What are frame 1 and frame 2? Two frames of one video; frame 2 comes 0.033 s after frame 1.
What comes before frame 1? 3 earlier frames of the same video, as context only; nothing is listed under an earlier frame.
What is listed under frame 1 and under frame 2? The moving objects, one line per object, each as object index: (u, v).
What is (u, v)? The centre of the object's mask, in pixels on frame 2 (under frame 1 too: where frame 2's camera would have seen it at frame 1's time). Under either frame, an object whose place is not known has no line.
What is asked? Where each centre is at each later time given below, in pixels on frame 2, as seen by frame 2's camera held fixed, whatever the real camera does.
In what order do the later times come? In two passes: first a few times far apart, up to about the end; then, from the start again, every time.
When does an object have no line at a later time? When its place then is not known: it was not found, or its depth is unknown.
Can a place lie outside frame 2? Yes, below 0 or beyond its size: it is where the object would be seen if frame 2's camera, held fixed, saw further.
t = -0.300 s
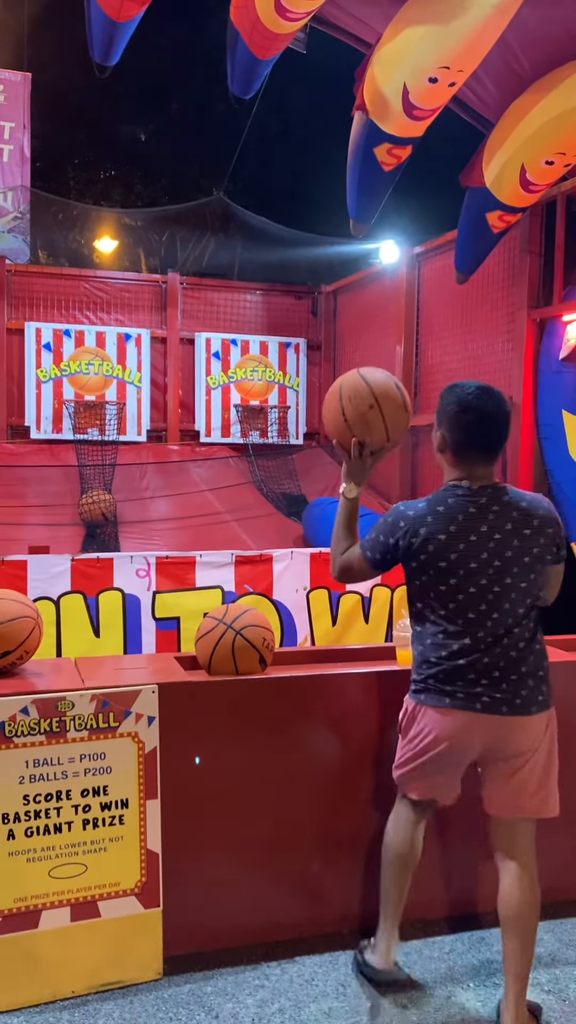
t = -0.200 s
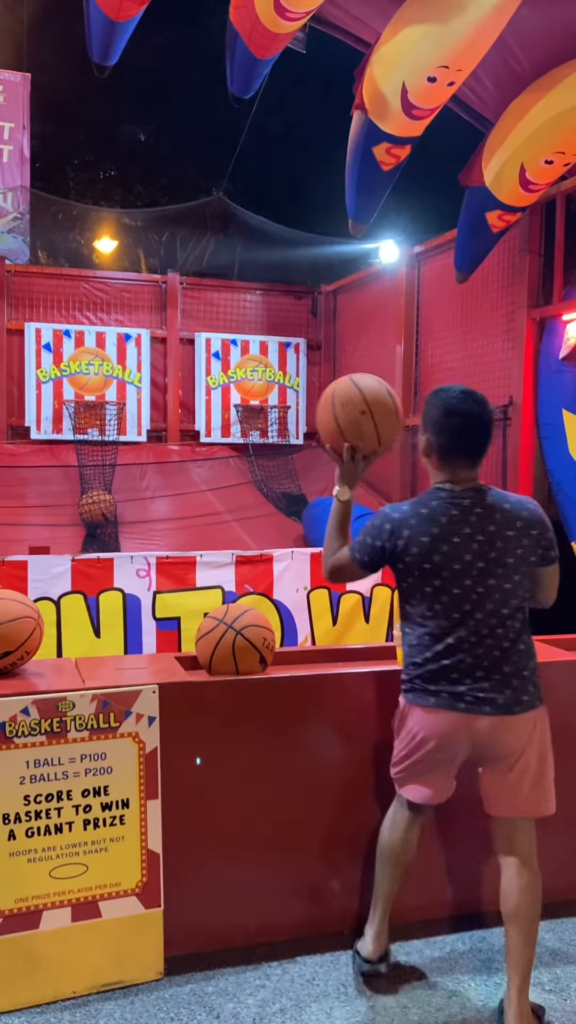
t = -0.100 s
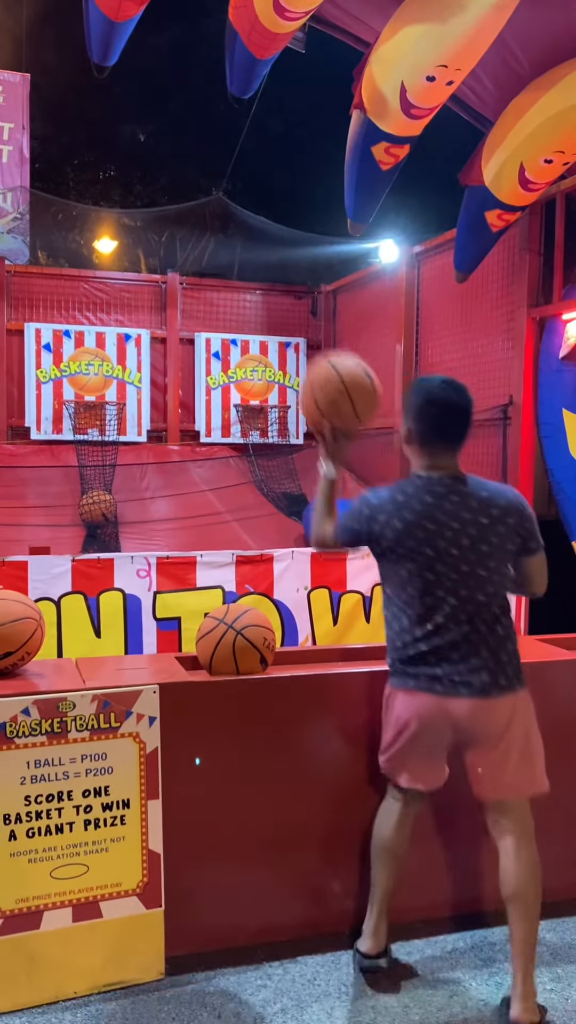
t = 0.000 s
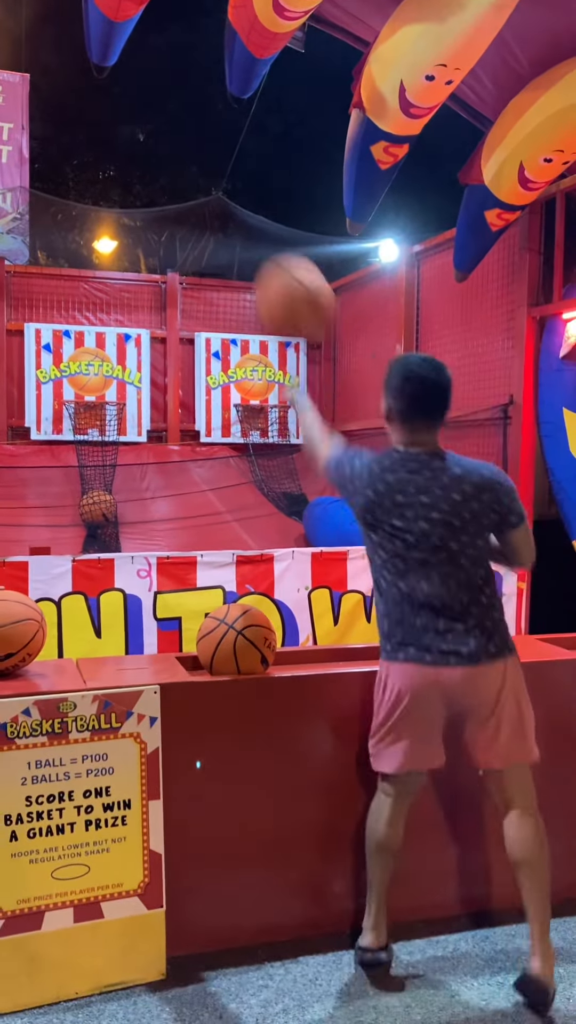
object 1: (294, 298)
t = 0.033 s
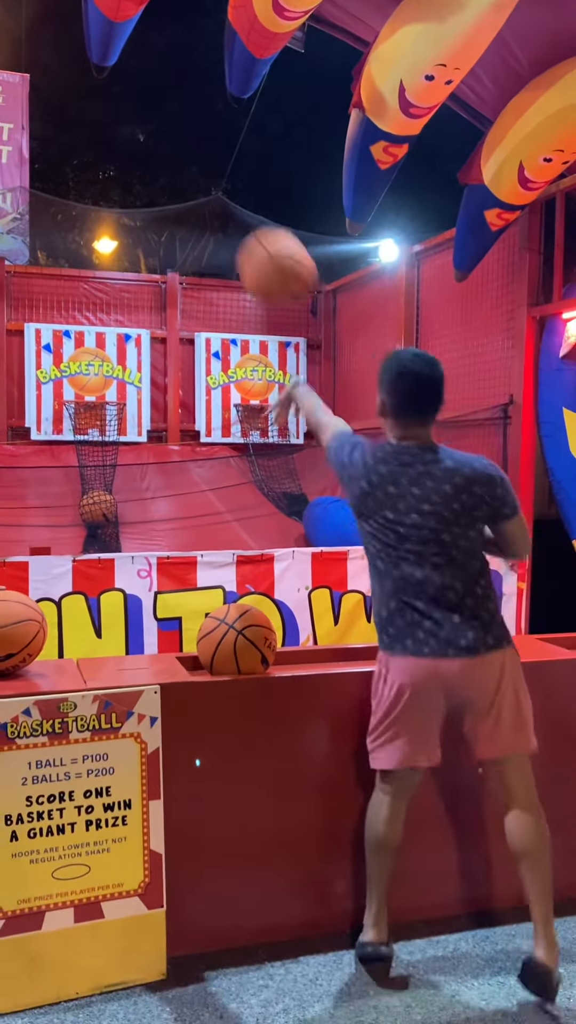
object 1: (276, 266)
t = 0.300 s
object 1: (177, 191)
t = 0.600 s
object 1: (118, 271)
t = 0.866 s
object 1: (88, 377)
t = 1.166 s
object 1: (86, 317)
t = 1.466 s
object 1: (91, 363)
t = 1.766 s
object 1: (97, 496)
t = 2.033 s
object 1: (91, 541)
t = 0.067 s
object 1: (260, 245)
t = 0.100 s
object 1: (245, 227)
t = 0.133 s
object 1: (231, 213)
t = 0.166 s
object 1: (219, 202)
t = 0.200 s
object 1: (207, 196)
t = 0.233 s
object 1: (196, 192)
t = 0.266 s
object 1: (186, 190)
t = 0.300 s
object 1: (177, 191)
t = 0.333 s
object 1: (168, 193)
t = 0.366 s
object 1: (160, 198)
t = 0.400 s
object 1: (153, 204)
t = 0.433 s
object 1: (146, 212)
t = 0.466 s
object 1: (140, 221)
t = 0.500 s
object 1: (135, 231)
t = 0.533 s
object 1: (129, 243)
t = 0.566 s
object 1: (124, 256)
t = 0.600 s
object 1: (118, 271)
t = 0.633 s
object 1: (113, 285)
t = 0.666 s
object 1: (108, 301)
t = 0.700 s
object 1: (104, 316)
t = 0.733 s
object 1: (100, 333)
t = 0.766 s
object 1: (96, 353)
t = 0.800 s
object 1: (92, 371)
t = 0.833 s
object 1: (90, 384)
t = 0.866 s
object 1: (88, 377)
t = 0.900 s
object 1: (87, 363)
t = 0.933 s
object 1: (86, 357)
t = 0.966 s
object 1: (85, 349)
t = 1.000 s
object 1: (85, 343)
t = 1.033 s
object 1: (85, 334)
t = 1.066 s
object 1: (85, 328)
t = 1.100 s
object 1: (86, 322)
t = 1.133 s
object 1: (86, 319)
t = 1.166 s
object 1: (86, 317)
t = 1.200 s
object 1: (87, 316)
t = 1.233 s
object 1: (87, 316)
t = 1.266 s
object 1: (87, 318)
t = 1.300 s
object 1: (88, 322)
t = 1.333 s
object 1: (89, 326)
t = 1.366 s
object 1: (89, 333)
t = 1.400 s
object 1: (90, 343)
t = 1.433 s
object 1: (91, 352)
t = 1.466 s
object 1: (91, 363)
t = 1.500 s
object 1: (93, 378)
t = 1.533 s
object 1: (92, 392)
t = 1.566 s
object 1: (92, 411)
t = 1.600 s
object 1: (93, 424)
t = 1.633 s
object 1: (95, 446)
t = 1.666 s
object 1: (96, 468)
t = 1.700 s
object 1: (97, 482)
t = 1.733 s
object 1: (97, 488)
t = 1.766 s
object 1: (97, 496)
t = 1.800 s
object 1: (97, 508)
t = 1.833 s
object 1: (97, 515)
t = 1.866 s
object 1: (97, 529)
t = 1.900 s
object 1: (96, 539)
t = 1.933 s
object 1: (95, 540)
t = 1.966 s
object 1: (94, 540)
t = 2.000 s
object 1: (92, 541)
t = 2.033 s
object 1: (91, 541)
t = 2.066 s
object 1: (90, 543)
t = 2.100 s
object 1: (89, 545)
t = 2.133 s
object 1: (88, 547)
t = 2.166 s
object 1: (87, 548)
